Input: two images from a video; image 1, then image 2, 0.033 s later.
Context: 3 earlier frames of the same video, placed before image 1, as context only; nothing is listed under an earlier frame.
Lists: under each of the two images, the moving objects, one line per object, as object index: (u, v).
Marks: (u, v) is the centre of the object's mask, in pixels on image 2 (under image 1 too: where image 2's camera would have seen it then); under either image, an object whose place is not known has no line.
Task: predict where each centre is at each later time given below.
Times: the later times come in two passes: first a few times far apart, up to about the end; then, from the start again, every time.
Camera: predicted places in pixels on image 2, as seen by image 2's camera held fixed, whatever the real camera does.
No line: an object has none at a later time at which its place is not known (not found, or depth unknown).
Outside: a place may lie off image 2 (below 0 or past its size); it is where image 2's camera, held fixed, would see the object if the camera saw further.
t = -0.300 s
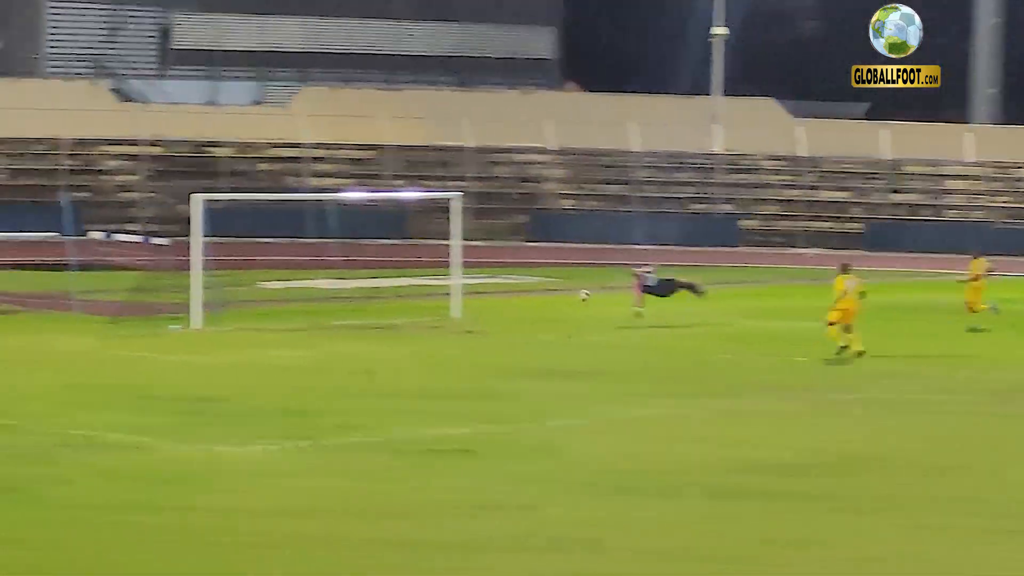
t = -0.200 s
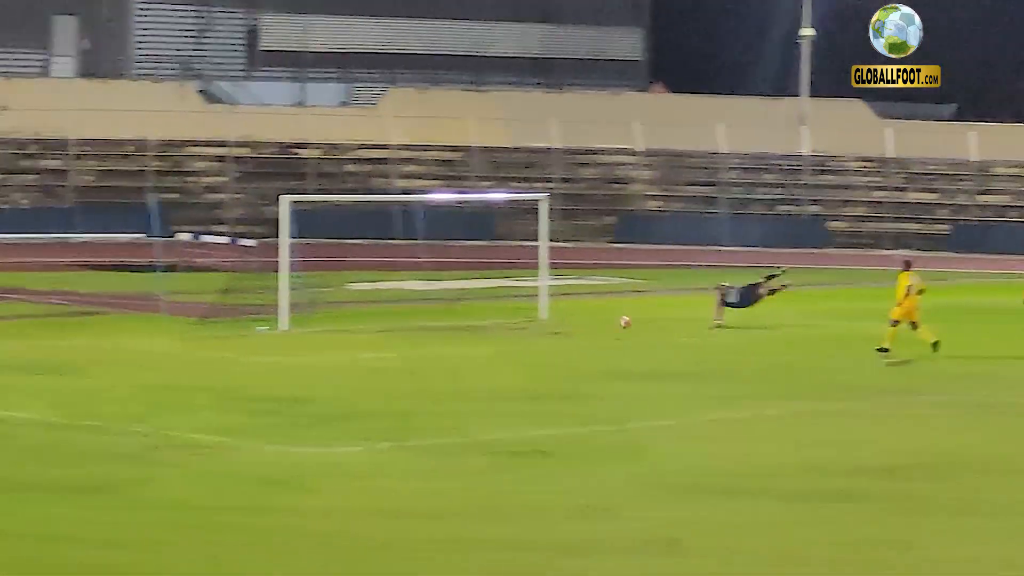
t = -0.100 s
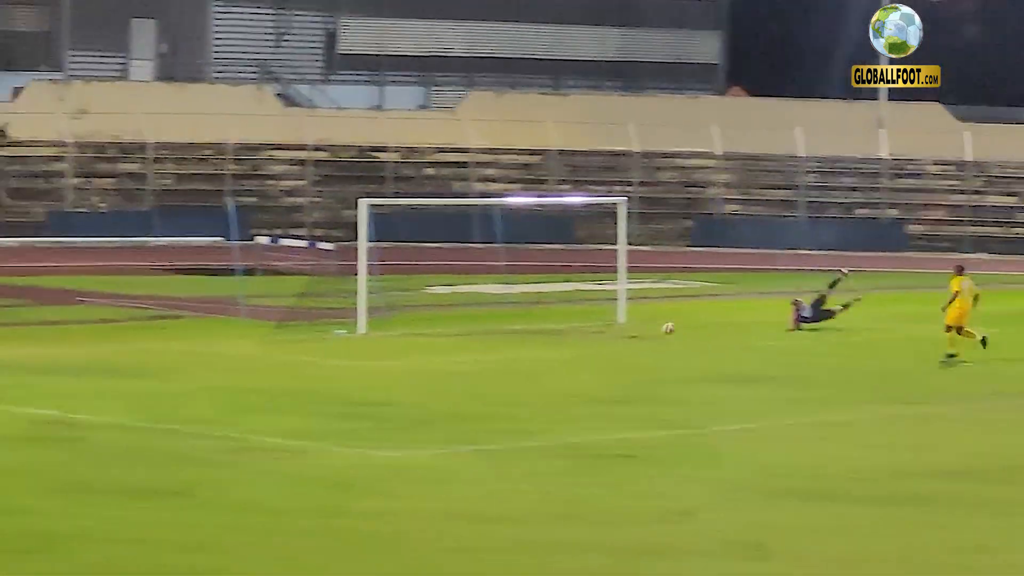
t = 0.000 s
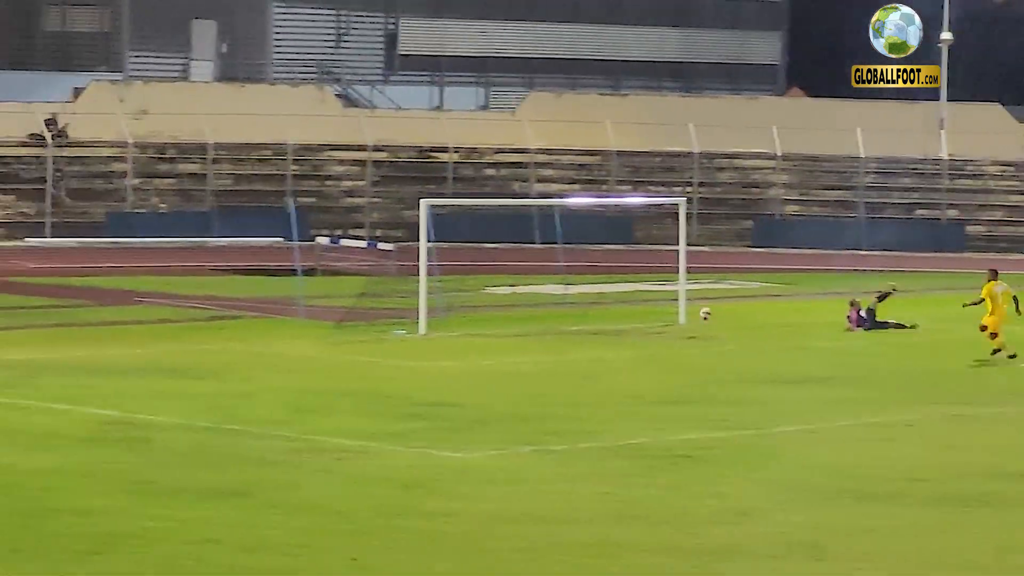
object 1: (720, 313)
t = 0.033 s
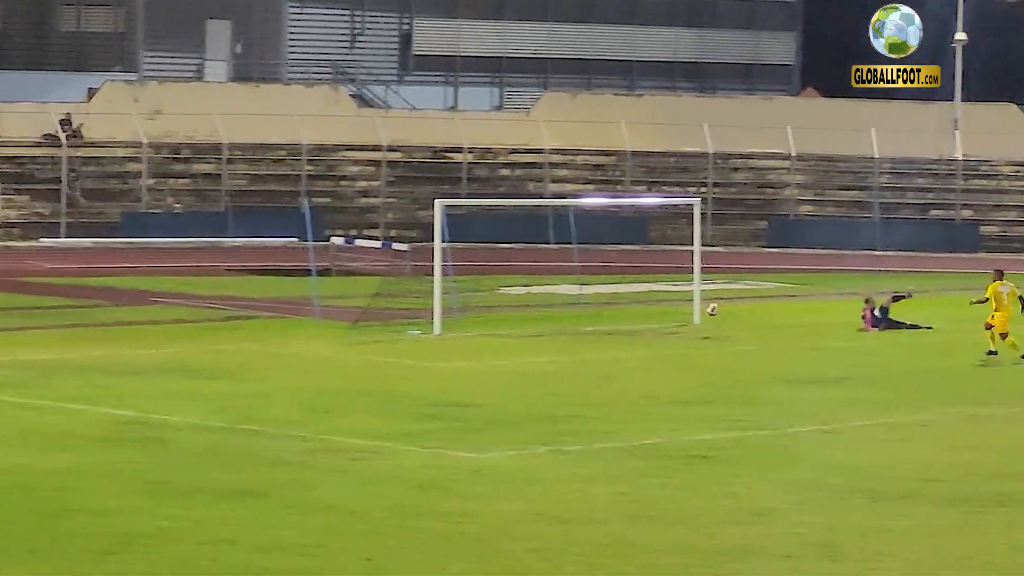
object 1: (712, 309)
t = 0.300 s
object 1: (646, 299)
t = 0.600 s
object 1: (570, 337)
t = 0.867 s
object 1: (512, 332)
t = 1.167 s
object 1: (445, 348)
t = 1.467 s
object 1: (381, 350)
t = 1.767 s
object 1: (315, 365)
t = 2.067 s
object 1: (249, 366)
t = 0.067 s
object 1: (704, 306)
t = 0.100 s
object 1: (694, 304)
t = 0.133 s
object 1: (686, 301)
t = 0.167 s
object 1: (679, 300)
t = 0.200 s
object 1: (671, 299)
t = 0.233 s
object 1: (662, 298)
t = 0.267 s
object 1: (654, 299)
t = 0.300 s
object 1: (646, 299)
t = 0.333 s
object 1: (638, 301)
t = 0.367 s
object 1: (629, 304)
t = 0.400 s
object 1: (621, 307)
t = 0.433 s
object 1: (612, 310)
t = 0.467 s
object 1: (604, 314)
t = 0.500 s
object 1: (596, 319)
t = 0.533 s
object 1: (587, 325)
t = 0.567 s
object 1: (580, 331)
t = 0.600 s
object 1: (570, 337)
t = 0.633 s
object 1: (563, 345)
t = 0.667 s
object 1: (554, 351)
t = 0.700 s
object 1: (547, 346)
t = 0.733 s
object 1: (540, 342)
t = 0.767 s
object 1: (533, 339)
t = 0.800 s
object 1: (525, 336)
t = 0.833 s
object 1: (518, 334)
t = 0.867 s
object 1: (512, 332)
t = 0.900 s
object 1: (504, 331)
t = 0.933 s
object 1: (497, 331)
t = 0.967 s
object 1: (490, 331)
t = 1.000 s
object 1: (482, 332)
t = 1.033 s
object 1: (475, 334)
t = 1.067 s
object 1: (467, 336)
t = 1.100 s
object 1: (460, 340)
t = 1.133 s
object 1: (452, 344)
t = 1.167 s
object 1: (445, 348)
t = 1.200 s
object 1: (437, 353)
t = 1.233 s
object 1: (429, 359)
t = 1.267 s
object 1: (423, 359)
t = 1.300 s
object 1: (416, 357)
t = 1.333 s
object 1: (409, 354)
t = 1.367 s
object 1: (402, 352)
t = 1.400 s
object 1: (395, 351)
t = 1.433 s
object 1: (388, 350)
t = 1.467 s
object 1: (381, 350)
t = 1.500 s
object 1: (373, 351)
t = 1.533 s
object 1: (366, 352)
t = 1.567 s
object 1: (359, 355)
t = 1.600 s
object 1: (351, 357)
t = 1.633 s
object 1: (344, 361)
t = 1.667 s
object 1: (337, 364)
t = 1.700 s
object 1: (330, 366)
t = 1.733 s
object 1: (323, 365)
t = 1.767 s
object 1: (315, 365)
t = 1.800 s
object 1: (308, 364)
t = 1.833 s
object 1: (300, 365)
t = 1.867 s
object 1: (292, 366)
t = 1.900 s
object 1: (285, 369)
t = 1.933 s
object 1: (276, 371)
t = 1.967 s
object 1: (269, 370)
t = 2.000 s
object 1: (262, 369)
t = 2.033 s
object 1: (255, 367)
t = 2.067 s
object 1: (249, 366)
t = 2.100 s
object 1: (243, 366)
